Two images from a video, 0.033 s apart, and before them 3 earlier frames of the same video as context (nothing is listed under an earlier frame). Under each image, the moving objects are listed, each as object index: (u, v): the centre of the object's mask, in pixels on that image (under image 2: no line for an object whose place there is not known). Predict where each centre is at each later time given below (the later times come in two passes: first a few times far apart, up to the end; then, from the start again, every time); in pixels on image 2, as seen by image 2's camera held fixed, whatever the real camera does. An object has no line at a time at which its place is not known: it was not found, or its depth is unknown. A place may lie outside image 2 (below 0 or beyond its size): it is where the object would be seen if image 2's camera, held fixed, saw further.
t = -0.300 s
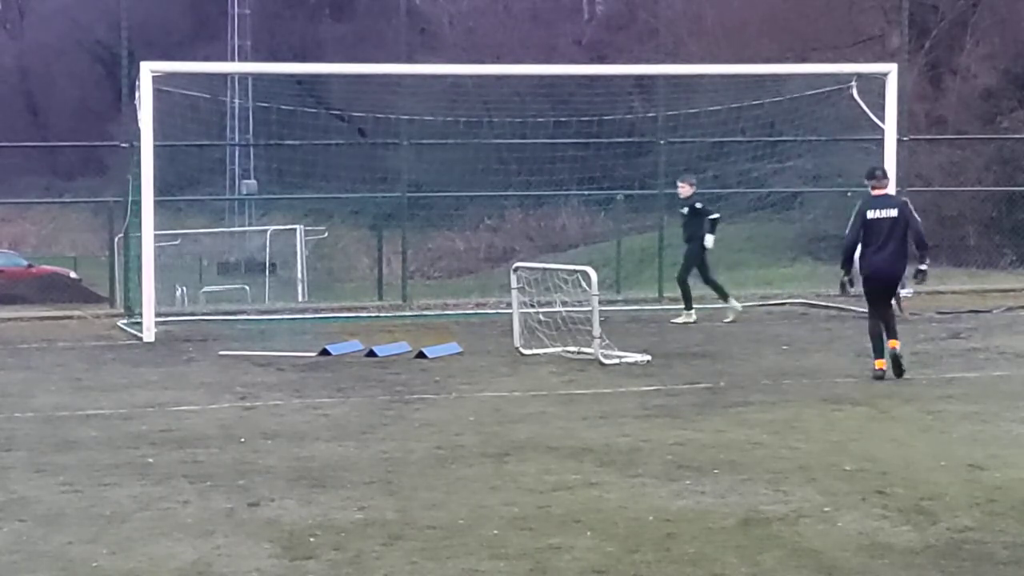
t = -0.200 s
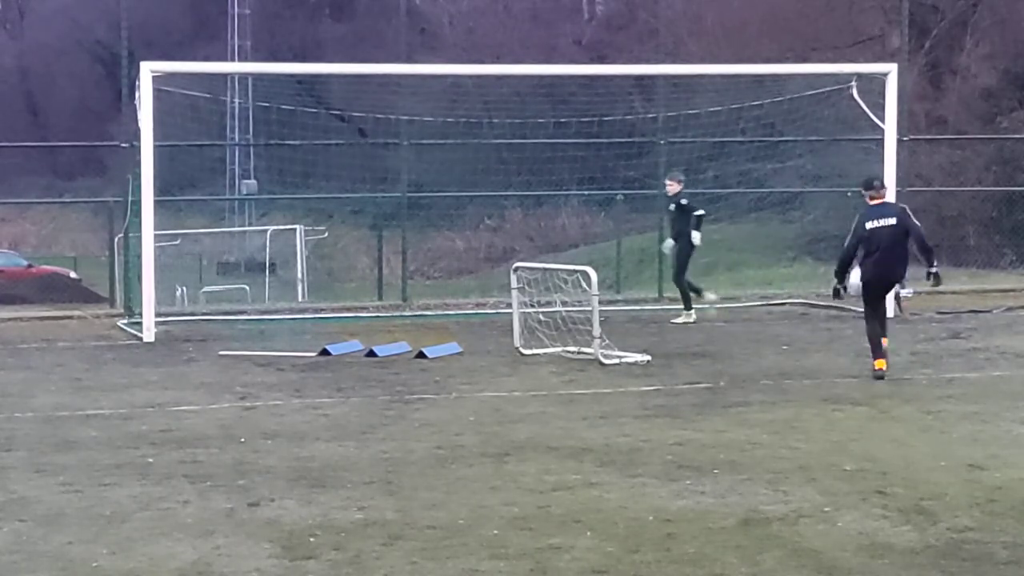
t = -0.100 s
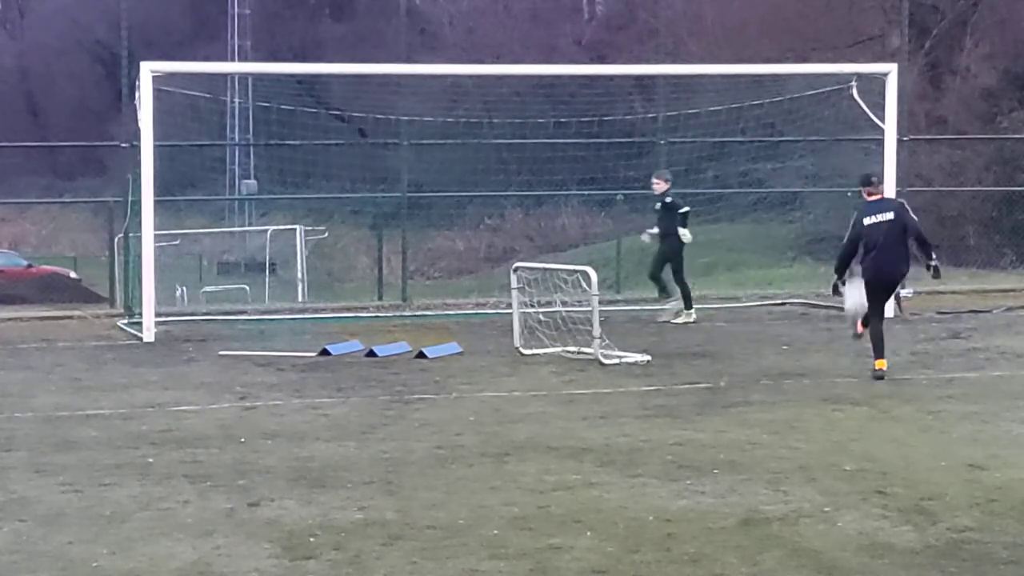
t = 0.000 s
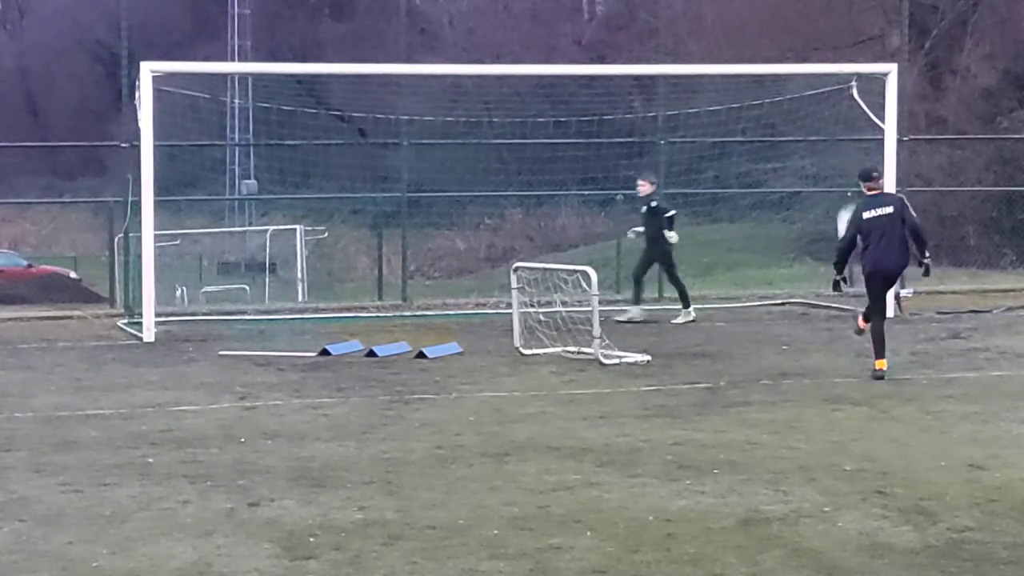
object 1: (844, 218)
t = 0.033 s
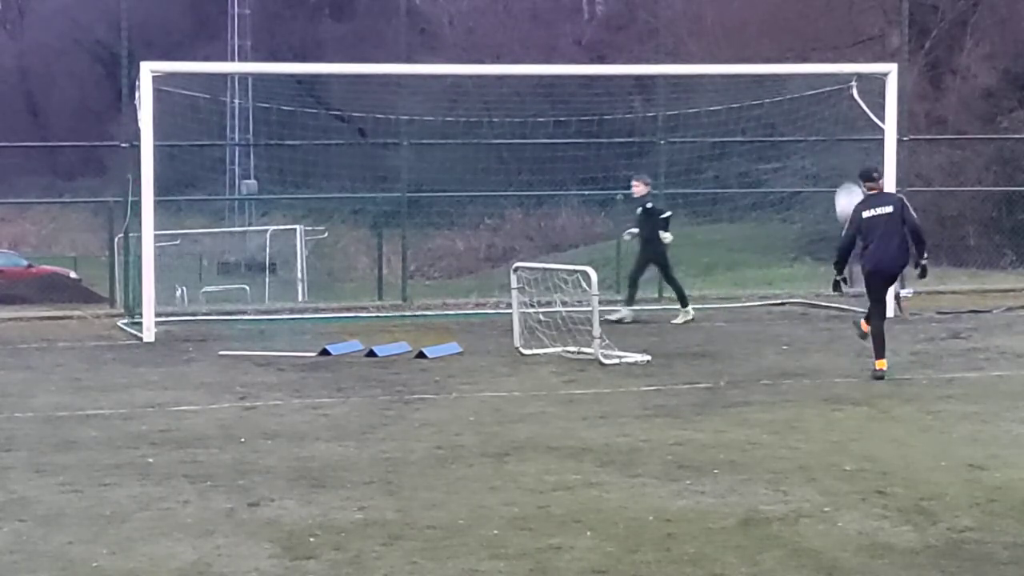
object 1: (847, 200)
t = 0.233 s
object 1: (838, 103)
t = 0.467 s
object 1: (823, 52)
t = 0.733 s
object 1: (806, 75)
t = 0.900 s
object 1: (796, 132)
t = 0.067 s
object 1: (847, 183)
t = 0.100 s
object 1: (845, 164)
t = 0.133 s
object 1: (844, 147)
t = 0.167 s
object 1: (842, 131)
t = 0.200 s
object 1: (840, 116)
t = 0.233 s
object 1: (838, 103)
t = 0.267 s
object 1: (835, 91)
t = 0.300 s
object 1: (833, 82)
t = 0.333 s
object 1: (831, 72)
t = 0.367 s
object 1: (829, 64)
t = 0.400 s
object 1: (827, 59)
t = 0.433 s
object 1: (825, 54)
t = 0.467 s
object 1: (823, 52)
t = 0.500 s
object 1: (821, 50)
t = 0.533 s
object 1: (819, 50)
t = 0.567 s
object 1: (817, 51)
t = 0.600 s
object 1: (815, 53)
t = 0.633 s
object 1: (813, 56)
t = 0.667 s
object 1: (811, 60)
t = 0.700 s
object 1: (808, 67)
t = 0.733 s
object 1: (806, 75)
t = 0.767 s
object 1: (805, 83)
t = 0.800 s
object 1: (802, 94)
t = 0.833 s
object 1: (800, 105)
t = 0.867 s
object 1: (798, 118)
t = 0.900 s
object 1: (796, 132)
